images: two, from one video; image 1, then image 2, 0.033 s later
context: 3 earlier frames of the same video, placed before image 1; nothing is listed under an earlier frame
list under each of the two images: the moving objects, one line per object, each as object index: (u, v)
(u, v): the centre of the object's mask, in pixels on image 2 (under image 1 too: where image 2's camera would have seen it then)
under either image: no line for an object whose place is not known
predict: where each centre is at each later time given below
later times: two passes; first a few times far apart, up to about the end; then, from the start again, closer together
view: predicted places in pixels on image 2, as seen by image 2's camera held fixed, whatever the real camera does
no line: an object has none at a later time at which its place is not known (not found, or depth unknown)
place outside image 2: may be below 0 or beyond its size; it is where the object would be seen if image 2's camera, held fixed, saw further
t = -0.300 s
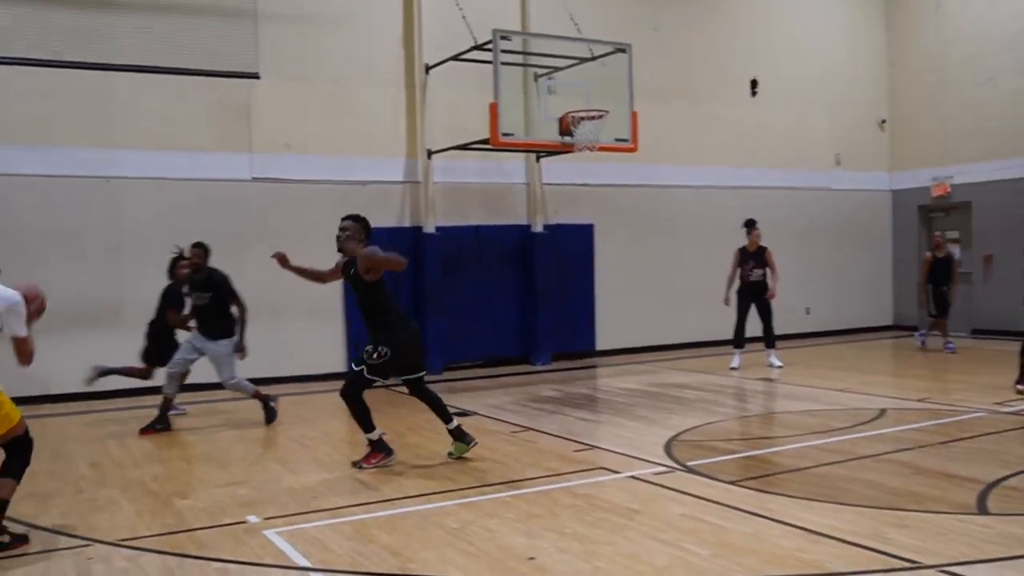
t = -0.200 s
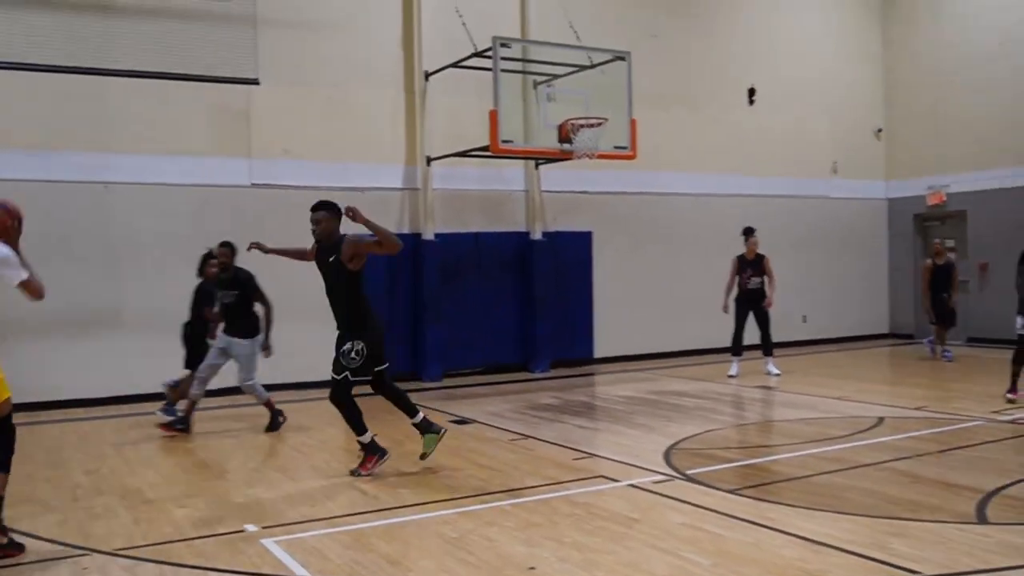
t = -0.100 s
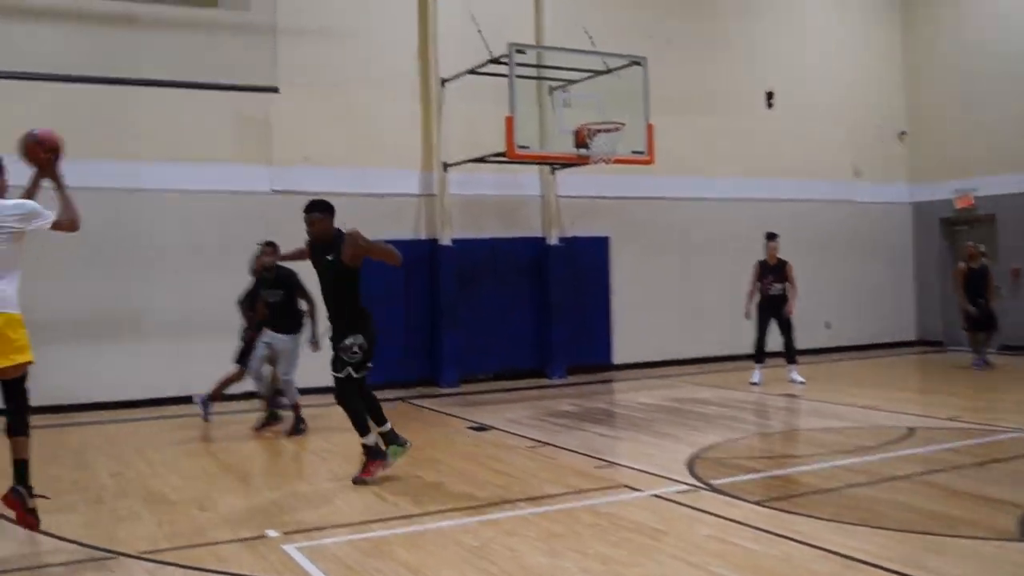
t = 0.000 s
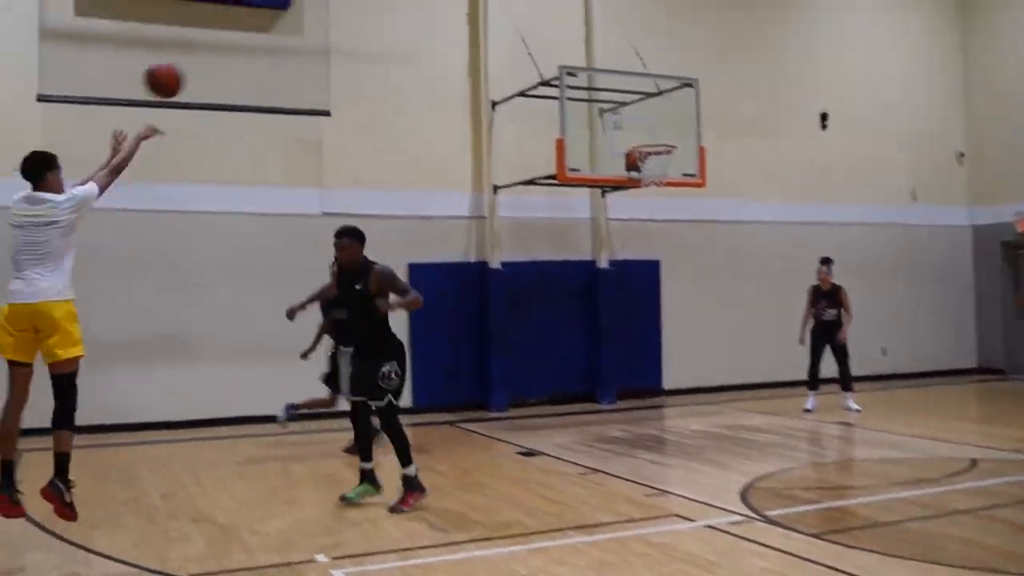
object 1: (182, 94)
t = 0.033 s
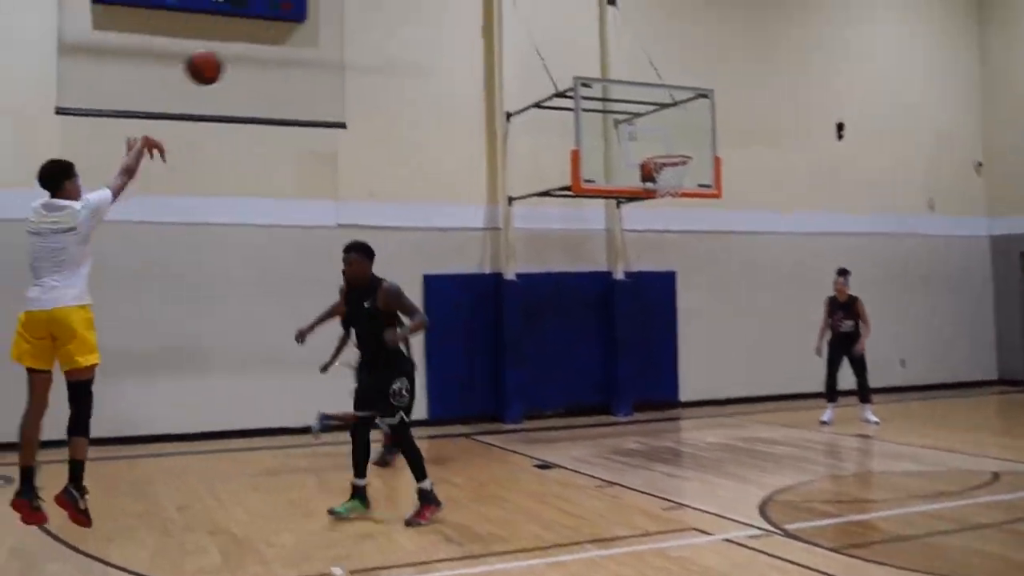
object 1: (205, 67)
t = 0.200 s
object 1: (301, -29)
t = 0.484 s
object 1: (436, -77)
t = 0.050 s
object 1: (215, 54)
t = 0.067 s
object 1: (226, 42)
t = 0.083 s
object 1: (235, 31)
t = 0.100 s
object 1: (246, 20)
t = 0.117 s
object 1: (255, 11)
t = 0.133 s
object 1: (266, 1)
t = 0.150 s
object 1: (276, -7)
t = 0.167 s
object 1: (284, -14)
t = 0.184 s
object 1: (293, -22)
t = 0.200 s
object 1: (301, -29)
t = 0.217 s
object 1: (311, -35)
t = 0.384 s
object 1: (393, -71)
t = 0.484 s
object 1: (436, -77)
